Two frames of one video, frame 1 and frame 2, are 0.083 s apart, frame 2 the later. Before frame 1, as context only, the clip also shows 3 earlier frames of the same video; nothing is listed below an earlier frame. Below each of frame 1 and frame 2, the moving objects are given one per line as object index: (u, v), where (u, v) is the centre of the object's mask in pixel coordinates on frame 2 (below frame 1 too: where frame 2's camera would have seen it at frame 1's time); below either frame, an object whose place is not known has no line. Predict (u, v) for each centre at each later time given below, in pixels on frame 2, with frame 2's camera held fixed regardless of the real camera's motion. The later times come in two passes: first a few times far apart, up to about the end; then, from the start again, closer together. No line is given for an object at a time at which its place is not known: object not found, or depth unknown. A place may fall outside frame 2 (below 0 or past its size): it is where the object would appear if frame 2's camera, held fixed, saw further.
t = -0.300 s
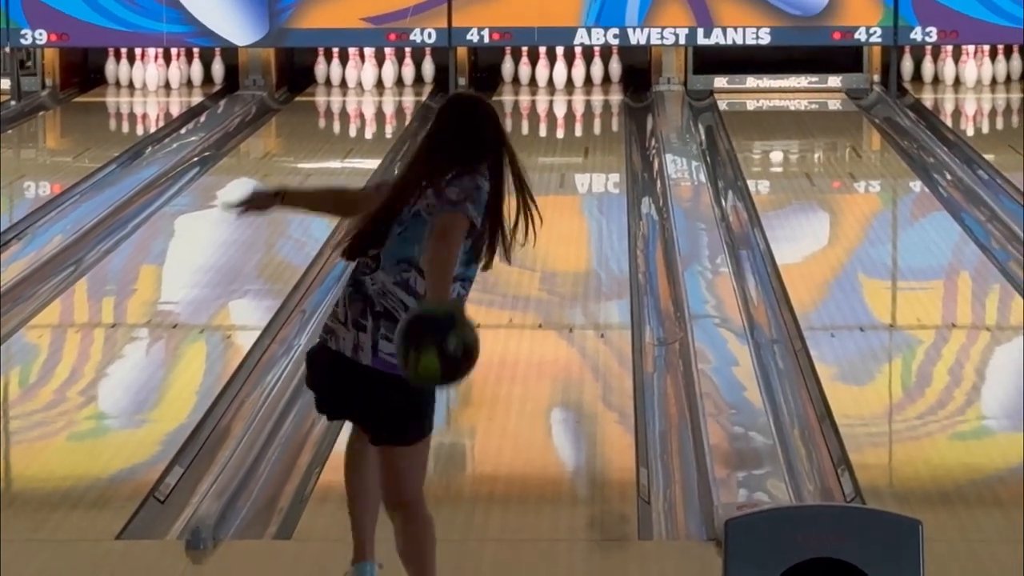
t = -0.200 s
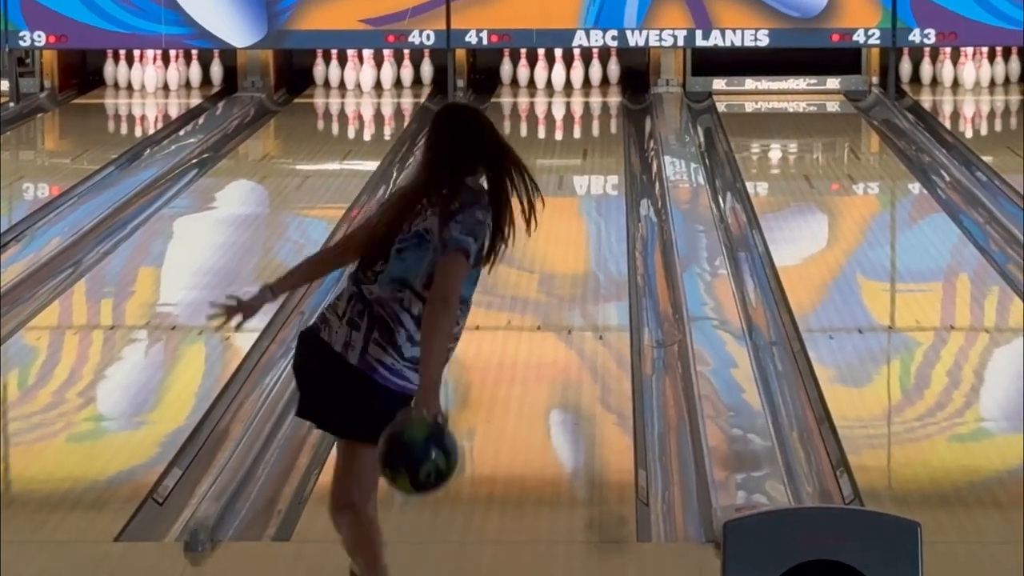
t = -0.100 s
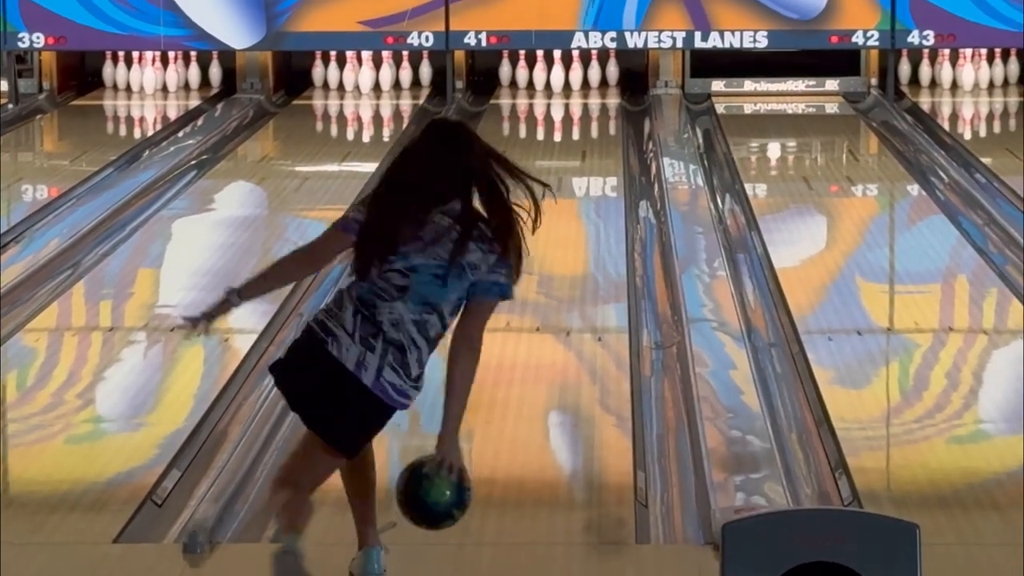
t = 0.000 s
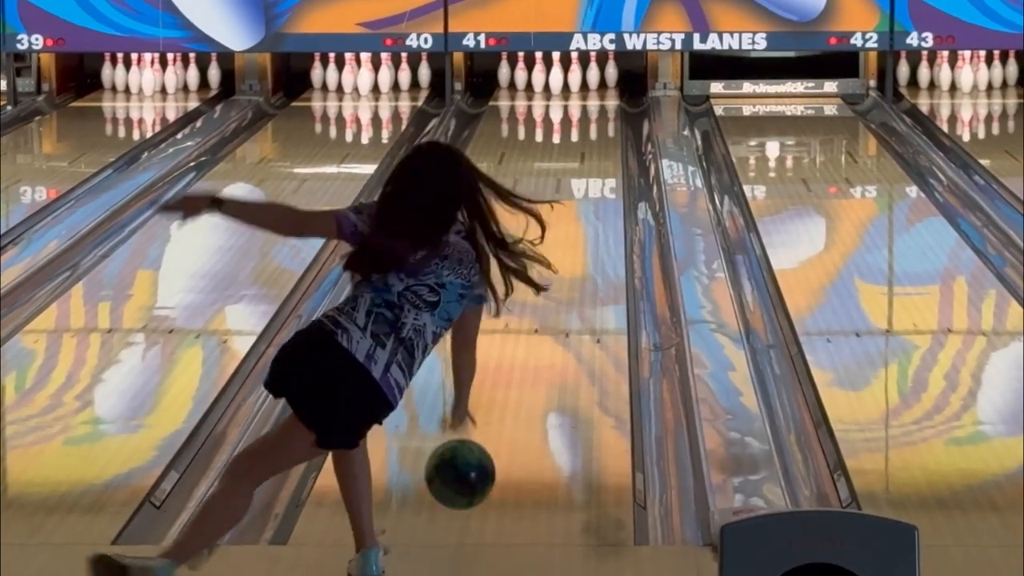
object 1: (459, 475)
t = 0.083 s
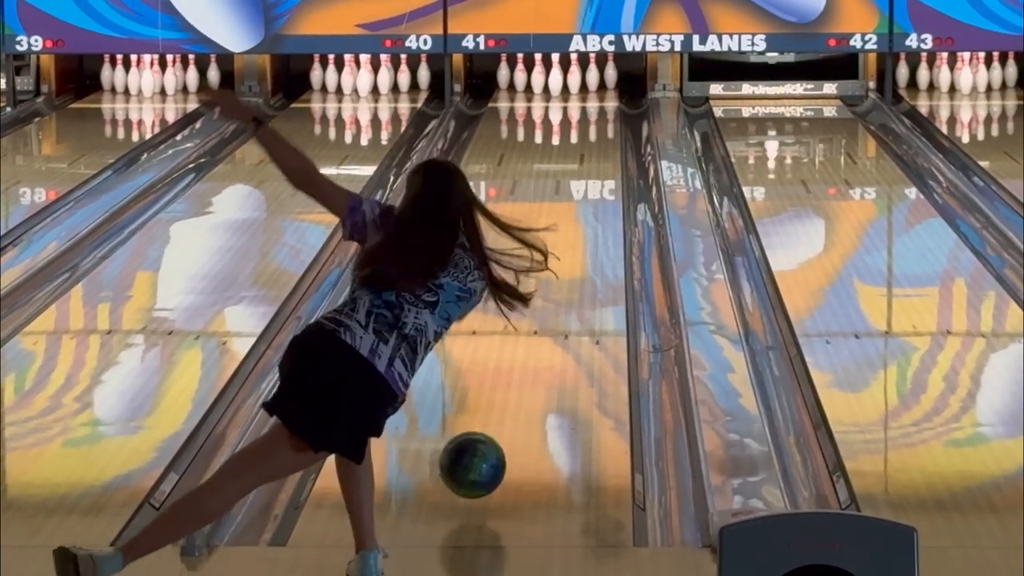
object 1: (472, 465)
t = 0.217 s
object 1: (490, 422)
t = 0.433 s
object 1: (513, 362)
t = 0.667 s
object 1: (533, 306)
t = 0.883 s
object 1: (547, 264)
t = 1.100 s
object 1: (559, 230)
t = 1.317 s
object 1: (569, 200)
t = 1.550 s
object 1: (578, 174)
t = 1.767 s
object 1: (584, 153)
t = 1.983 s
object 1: (588, 135)
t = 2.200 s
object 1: (589, 120)
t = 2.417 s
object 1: (586, 107)
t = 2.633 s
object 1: (578, 96)
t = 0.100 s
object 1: (475, 465)
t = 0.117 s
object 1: (477, 463)
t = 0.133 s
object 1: (479, 453)
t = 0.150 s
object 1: (482, 446)
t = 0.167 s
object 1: (484, 439)
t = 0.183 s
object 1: (486, 432)
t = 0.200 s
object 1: (488, 427)
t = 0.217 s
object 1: (490, 422)
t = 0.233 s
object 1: (492, 419)
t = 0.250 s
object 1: (494, 416)
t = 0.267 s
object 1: (496, 410)
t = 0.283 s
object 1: (498, 404)
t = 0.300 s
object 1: (500, 398)
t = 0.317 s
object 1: (501, 394)
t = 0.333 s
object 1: (503, 391)
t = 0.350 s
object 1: (505, 385)
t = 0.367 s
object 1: (507, 381)
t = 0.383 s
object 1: (508, 376)
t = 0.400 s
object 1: (510, 371)
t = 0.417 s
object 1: (512, 367)
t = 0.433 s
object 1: (513, 362)
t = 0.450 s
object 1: (515, 358)
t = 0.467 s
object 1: (516, 353)
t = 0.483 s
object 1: (518, 349)
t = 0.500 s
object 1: (519, 345)
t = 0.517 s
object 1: (521, 341)
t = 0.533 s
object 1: (522, 336)
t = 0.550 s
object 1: (524, 332)
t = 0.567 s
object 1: (525, 328)
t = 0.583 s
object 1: (526, 324)
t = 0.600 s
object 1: (527, 320)
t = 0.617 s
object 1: (529, 317)
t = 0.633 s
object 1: (530, 313)
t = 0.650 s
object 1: (531, 310)
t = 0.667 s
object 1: (533, 306)
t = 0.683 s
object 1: (534, 303)
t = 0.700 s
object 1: (536, 300)
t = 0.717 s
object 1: (537, 296)
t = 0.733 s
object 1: (539, 293)
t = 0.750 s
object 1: (539, 289)
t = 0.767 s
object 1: (539, 286)
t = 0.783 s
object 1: (541, 282)
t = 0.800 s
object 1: (542, 279)
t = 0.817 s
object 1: (543, 276)
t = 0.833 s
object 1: (544, 273)
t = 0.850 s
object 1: (545, 270)
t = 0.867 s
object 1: (546, 267)
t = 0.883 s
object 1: (547, 264)
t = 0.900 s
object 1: (548, 261)
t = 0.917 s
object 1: (549, 258)
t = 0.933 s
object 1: (550, 256)
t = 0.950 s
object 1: (551, 253)
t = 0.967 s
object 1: (552, 250)
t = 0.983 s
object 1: (553, 248)
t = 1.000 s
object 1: (554, 245)
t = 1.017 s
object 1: (555, 243)
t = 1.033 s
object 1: (555, 240)
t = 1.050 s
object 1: (556, 237)
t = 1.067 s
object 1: (557, 235)
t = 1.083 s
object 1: (558, 232)
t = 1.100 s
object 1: (559, 230)
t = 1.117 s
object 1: (560, 228)
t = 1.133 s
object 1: (561, 225)
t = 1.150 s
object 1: (562, 223)
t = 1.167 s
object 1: (562, 221)
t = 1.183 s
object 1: (563, 218)
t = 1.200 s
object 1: (564, 216)
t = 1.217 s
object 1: (565, 213)
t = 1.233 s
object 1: (565, 211)
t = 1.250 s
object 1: (566, 209)
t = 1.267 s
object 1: (567, 206)
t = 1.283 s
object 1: (568, 204)
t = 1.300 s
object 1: (568, 202)
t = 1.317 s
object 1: (569, 200)
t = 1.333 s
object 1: (570, 198)
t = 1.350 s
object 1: (570, 196)
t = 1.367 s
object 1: (571, 194)
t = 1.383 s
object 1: (571, 192)
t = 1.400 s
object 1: (572, 190)
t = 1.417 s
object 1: (573, 188)
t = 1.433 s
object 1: (574, 186)
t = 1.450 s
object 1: (574, 185)
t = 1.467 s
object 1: (575, 183)
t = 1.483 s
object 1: (575, 181)
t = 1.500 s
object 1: (576, 179)
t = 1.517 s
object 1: (576, 178)
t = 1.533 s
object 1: (577, 176)
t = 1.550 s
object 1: (578, 174)
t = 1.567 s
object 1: (578, 172)
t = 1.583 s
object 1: (579, 171)
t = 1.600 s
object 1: (579, 169)
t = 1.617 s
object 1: (580, 167)
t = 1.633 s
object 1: (580, 165)
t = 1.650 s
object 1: (581, 163)
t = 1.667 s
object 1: (581, 162)
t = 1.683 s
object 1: (582, 160)
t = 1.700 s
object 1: (582, 159)
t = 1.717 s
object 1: (583, 158)
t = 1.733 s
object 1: (583, 155)
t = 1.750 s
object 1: (583, 154)
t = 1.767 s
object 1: (584, 153)
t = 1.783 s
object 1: (584, 151)
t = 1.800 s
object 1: (585, 150)
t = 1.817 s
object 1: (585, 148)
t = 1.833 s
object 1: (585, 148)
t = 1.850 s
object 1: (585, 145)
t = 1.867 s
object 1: (585, 144)
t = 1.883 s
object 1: (585, 143)
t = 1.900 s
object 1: (586, 141)
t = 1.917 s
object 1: (587, 140)
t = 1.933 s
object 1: (587, 139)
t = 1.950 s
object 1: (587, 137)
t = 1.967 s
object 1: (587, 136)
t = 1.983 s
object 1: (588, 135)
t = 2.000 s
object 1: (588, 134)
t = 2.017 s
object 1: (588, 133)
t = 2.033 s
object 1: (588, 131)
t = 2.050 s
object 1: (588, 130)
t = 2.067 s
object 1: (588, 129)
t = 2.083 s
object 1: (588, 128)
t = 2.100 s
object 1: (588, 127)
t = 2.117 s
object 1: (589, 125)
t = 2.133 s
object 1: (588, 124)
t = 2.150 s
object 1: (589, 123)
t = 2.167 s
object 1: (589, 122)
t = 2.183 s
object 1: (589, 121)
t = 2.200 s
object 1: (589, 120)
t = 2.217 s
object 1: (588, 118)
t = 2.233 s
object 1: (588, 118)
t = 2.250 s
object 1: (588, 116)
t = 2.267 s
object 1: (588, 115)
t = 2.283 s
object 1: (588, 114)
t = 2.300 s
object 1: (587, 113)
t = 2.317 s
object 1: (587, 112)
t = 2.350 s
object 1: (587, 111)
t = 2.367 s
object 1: (587, 110)
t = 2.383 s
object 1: (587, 109)
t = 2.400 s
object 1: (586, 108)
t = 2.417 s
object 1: (586, 107)
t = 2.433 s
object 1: (585, 106)
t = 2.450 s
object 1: (585, 105)
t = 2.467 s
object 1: (585, 105)
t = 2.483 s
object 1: (584, 104)
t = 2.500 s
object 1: (583, 103)
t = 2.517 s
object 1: (583, 102)
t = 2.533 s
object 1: (582, 101)
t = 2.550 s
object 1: (582, 101)
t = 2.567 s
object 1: (581, 99)
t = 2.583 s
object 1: (580, 98)
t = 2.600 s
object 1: (580, 97)
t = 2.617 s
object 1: (579, 97)
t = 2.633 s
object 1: (578, 96)
